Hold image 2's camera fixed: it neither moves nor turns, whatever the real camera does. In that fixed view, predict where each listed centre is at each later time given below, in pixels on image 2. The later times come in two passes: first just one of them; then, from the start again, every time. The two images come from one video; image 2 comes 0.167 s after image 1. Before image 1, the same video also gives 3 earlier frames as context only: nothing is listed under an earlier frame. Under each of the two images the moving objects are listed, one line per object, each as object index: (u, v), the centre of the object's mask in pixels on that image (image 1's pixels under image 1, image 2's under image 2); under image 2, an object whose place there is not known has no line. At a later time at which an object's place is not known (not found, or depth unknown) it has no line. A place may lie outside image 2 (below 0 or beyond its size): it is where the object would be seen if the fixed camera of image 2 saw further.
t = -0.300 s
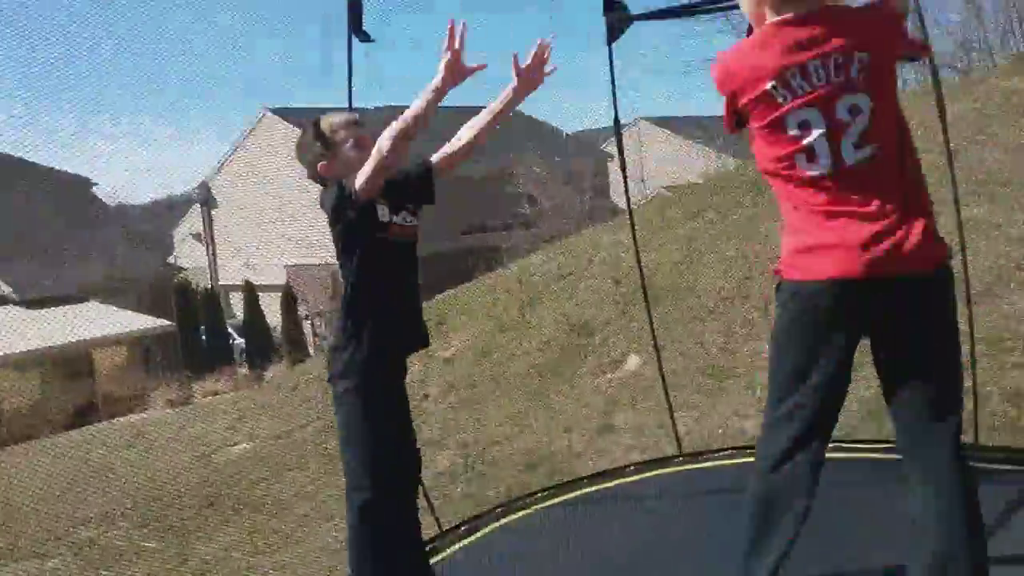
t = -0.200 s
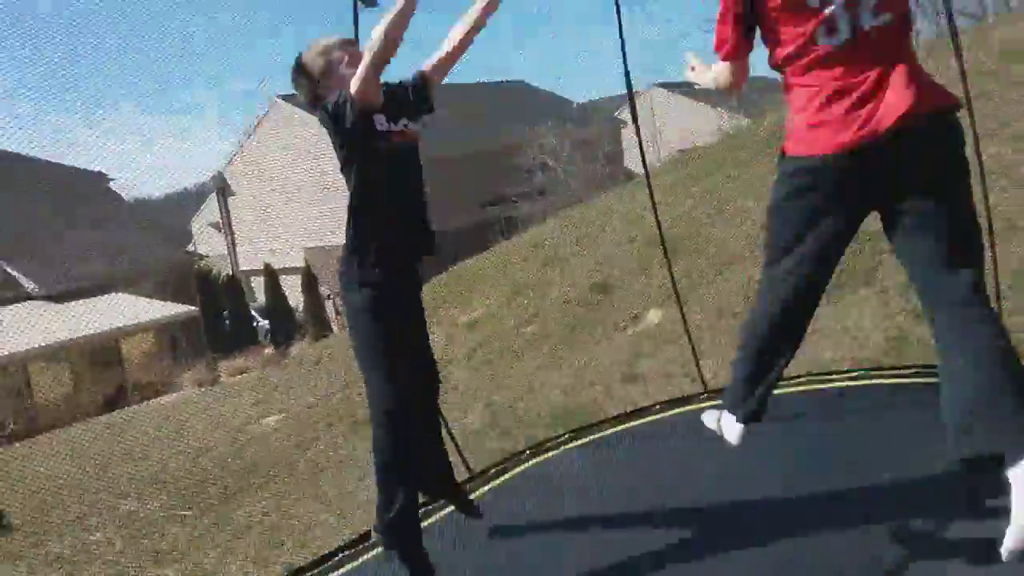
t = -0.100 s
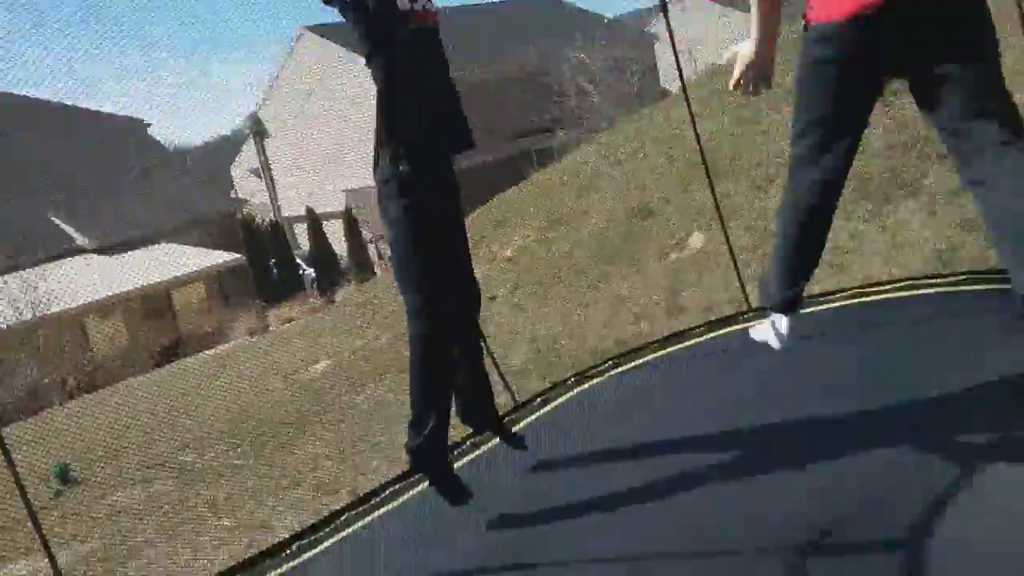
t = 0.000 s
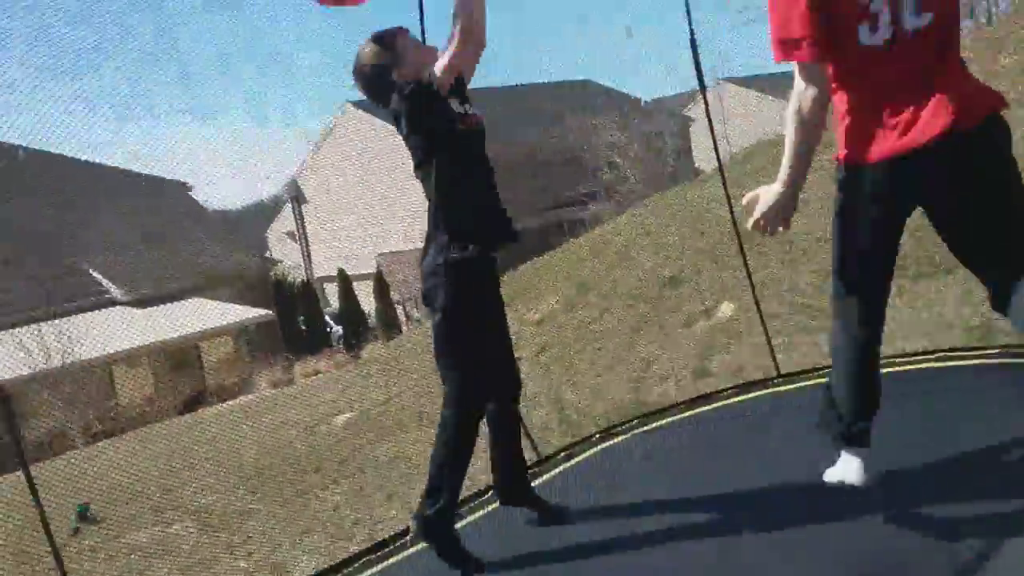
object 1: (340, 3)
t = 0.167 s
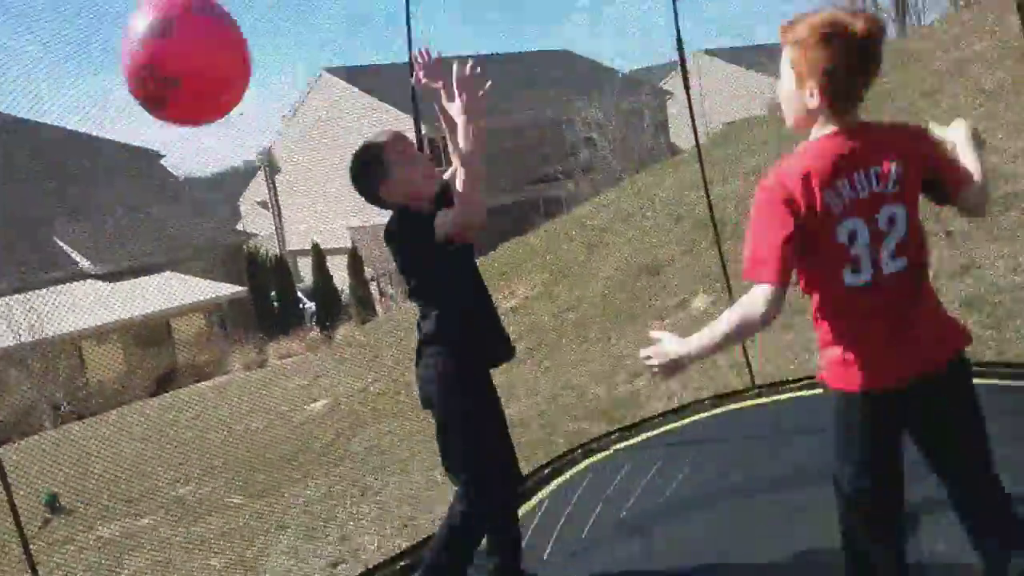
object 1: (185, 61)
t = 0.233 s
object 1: (154, 113)
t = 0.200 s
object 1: (173, 82)
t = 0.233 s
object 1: (154, 113)
